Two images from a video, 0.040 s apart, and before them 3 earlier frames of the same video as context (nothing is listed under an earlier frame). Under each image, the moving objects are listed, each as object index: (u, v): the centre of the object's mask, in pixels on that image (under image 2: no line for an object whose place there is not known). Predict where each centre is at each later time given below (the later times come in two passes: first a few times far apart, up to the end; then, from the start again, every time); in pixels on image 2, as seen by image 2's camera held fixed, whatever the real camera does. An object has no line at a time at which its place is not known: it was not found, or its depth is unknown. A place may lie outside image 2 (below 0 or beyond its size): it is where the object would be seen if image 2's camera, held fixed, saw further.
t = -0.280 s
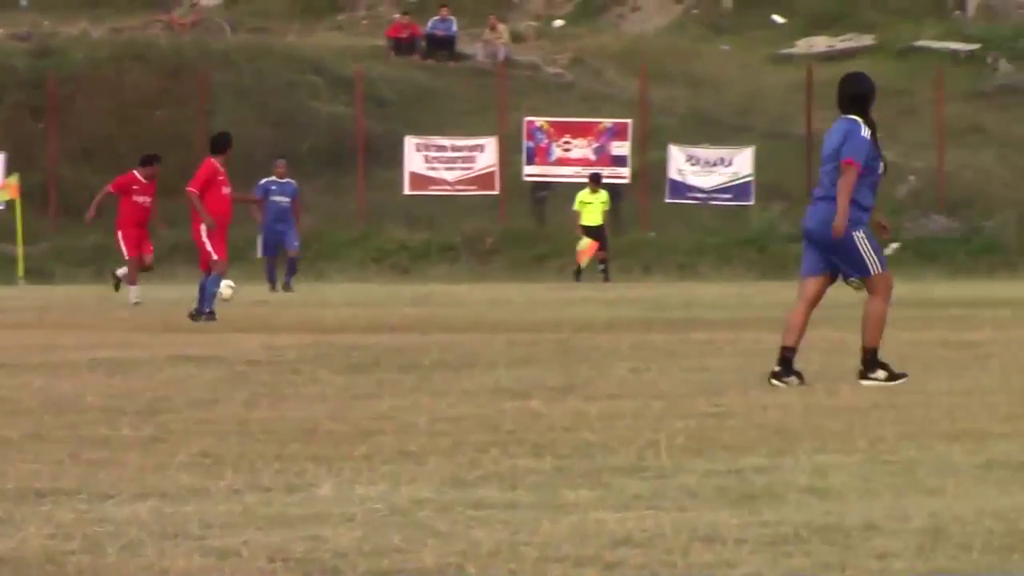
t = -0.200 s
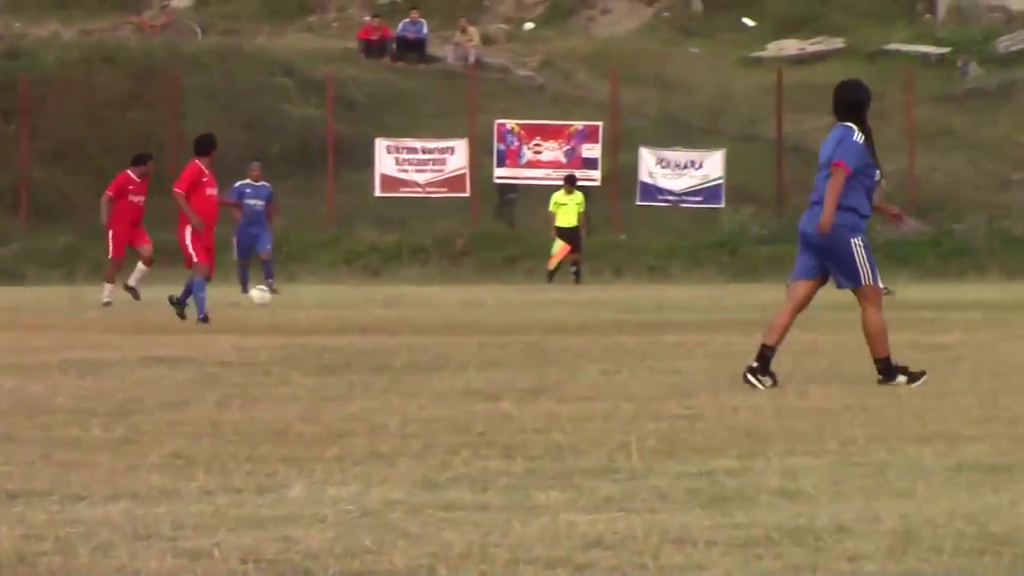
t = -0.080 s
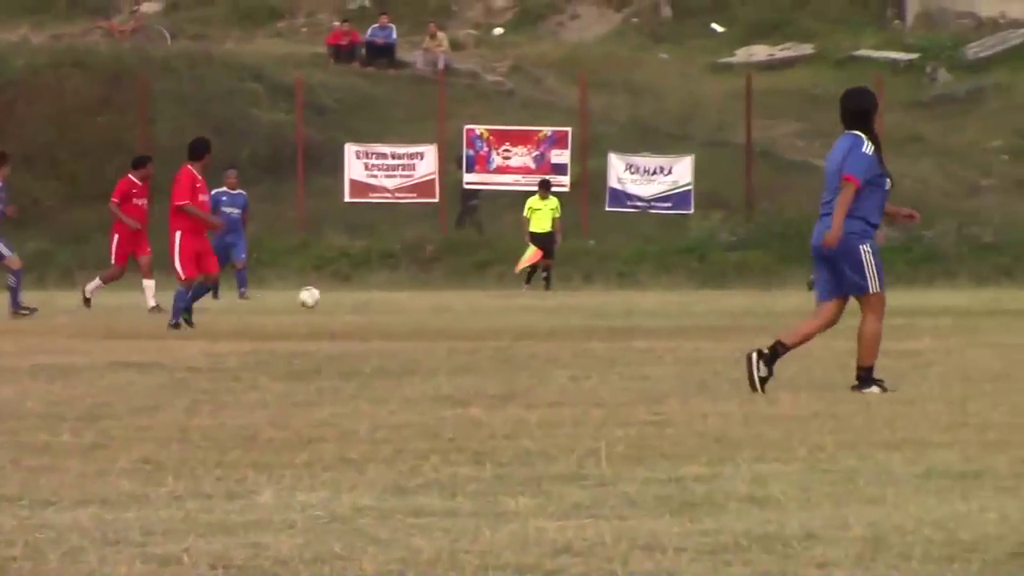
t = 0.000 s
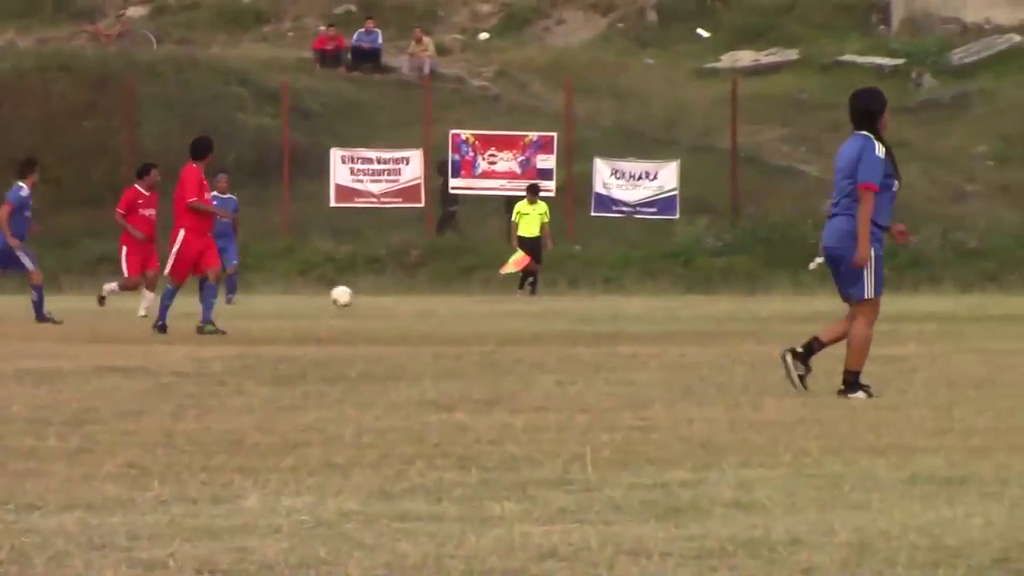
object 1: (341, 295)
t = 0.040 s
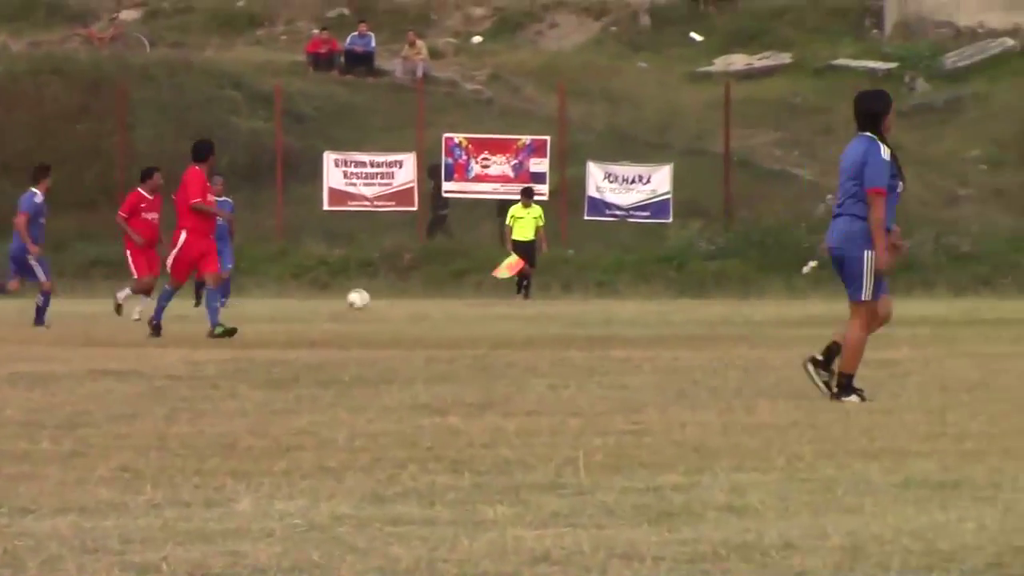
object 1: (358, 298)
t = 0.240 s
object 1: (471, 309)
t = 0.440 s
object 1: (575, 301)
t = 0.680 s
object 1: (693, 301)
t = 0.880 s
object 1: (788, 309)
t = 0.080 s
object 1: (382, 300)
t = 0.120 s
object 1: (403, 303)
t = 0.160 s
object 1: (427, 307)
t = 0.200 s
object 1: (450, 310)
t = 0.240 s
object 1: (471, 309)
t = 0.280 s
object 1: (492, 305)
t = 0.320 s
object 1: (513, 302)
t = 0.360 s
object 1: (534, 300)
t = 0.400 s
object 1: (554, 299)
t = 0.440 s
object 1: (575, 301)
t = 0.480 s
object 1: (595, 304)
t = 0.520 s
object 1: (616, 307)
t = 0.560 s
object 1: (637, 310)
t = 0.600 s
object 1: (655, 307)
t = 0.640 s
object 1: (675, 304)
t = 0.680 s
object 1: (693, 301)
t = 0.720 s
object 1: (713, 300)
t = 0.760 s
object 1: (731, 301)
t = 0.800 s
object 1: (750, 303)
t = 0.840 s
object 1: (769, 306)
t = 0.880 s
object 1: (788, 309)
